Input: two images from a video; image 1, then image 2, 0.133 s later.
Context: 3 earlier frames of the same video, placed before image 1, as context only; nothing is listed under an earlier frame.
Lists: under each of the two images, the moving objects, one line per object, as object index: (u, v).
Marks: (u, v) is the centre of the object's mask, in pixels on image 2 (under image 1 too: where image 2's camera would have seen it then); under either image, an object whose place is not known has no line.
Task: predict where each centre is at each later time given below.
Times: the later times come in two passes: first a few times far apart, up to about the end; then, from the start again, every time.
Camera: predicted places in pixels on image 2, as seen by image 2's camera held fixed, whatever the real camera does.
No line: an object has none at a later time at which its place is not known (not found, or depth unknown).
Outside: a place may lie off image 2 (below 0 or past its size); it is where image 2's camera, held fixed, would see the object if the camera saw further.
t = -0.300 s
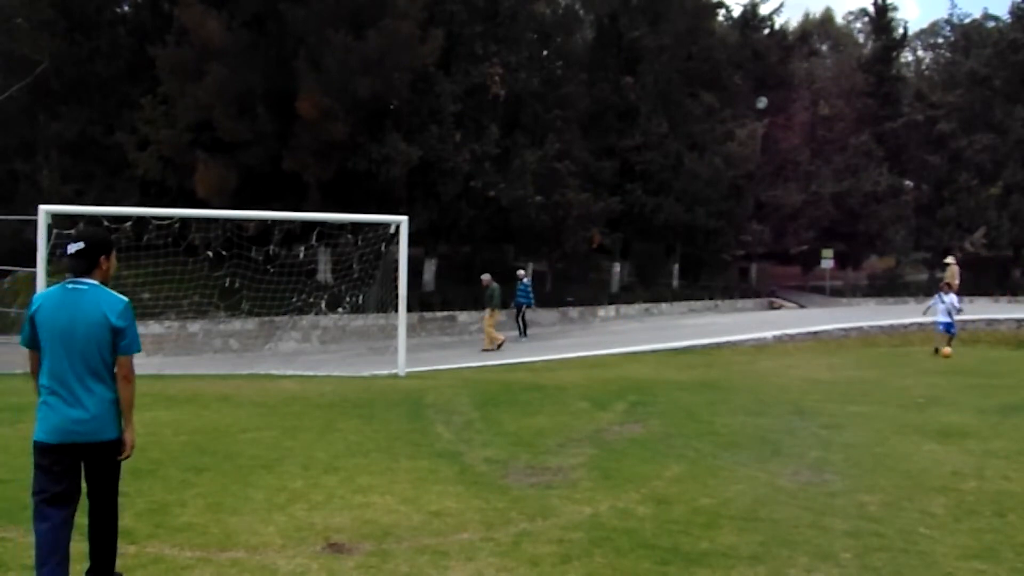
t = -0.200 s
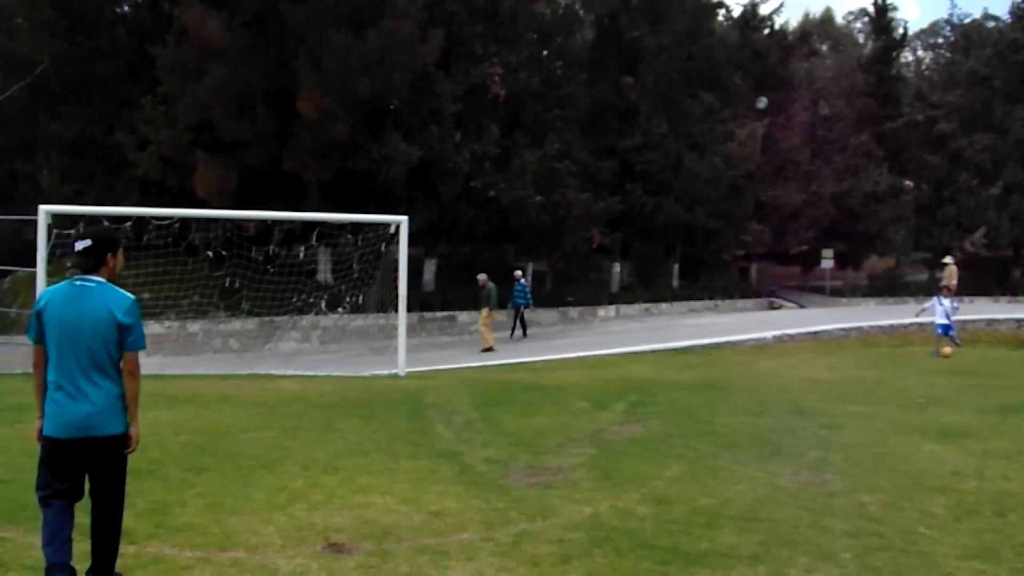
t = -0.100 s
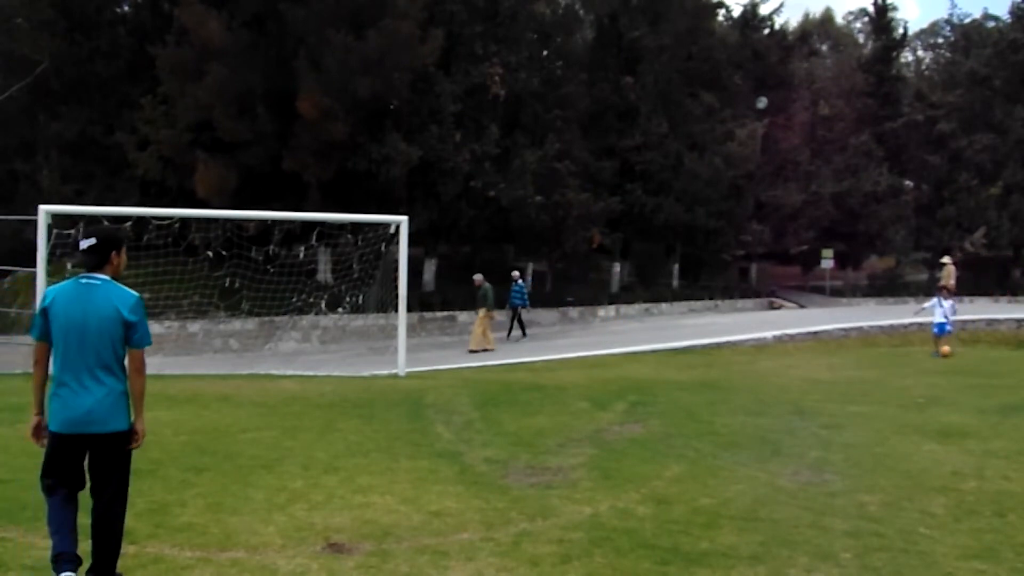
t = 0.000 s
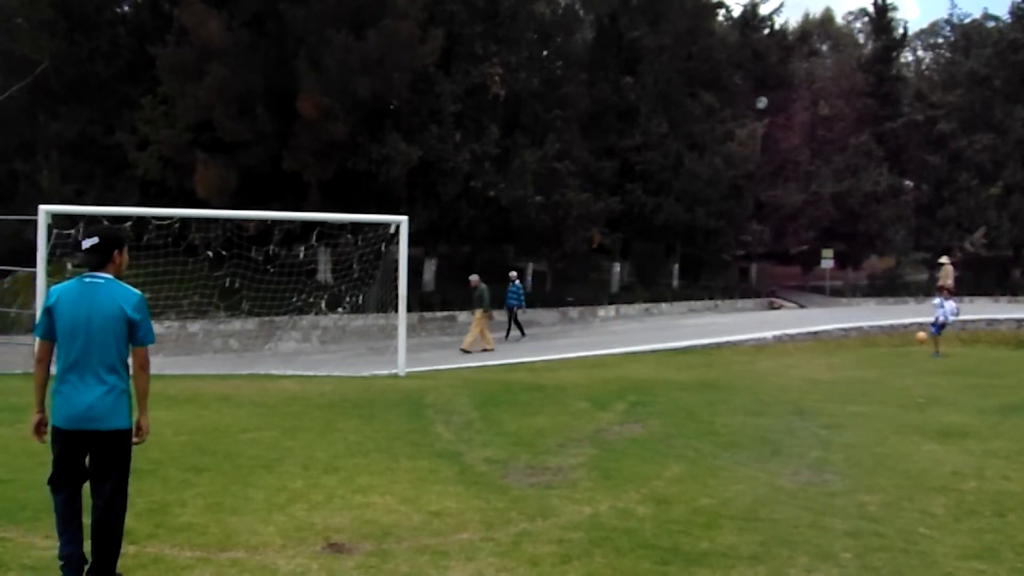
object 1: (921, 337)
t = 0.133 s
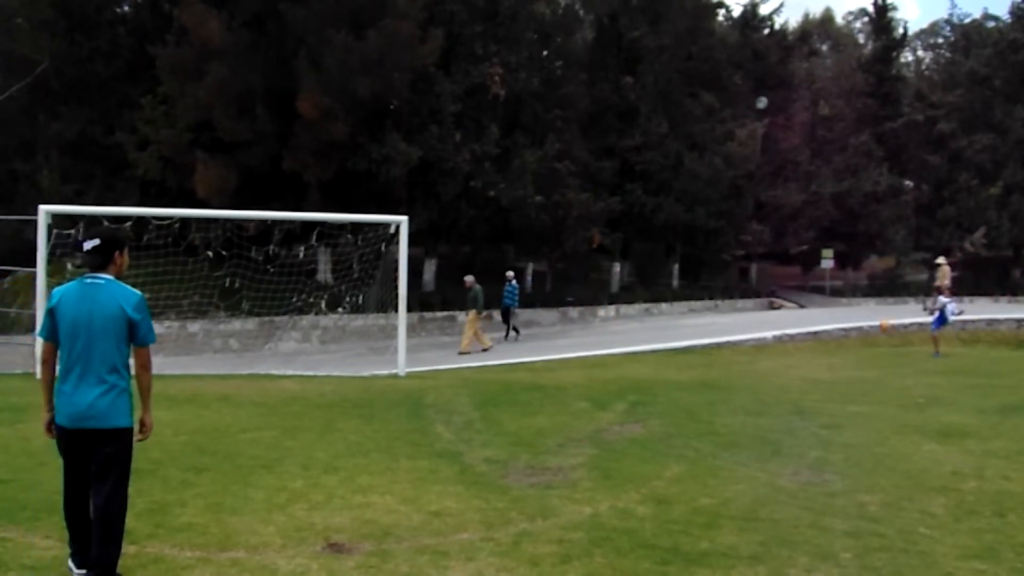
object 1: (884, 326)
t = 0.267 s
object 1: (843, 322)
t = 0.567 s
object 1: (724, 350)
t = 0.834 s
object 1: (612, 367)
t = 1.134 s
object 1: (488, 380)
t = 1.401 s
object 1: (382, 382)
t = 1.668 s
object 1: (273, 384)
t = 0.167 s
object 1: (875, 324)
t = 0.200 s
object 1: (864, 322)
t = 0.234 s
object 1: (854, 322)
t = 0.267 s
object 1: (843, 322)
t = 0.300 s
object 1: (832, 322)
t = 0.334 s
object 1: (820, 323)
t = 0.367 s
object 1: (808, 325)
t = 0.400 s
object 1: (795, 327)
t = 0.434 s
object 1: (782, 331)
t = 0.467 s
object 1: (768, 334)
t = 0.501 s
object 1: (754, 339)
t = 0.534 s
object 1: (739, 344)
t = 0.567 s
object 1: (724, 350)
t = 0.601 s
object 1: (709, 357)
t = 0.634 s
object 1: (693, 365)
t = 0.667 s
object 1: (676, 374)
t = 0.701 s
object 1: (660, 382)
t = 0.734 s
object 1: (648, 377)
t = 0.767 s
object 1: (637, 373)
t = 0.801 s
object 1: (624, 370)
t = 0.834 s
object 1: (612, 367)
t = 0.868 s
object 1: (599, 365)
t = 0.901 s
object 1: (585, 364)
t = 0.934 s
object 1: (572, 365)
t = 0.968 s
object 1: (559, 365)
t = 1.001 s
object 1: (545, 366)
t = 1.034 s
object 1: (531, 369)
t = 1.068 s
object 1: (518, 372)
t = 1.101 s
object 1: (503, 375)
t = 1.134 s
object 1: (488, 380)
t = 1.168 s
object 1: (474, 388)
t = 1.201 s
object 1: (460, 391)
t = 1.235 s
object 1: (447, 387)
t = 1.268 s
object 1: (434, 385)
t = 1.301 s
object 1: (422, 383)
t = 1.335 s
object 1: (408, 381)
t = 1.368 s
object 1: (395, 381)
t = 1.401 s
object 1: (382, 382)
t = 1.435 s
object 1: (368, 383)
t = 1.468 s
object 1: (354, 386)
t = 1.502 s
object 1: (341, 391)
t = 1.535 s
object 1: (327, 394)
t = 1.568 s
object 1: (313, 390)
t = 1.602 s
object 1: (300, 388)
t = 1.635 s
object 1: (287, 386)
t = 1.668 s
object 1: (273, 384)
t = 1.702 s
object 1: (259, 384)
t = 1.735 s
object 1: (246, 385)
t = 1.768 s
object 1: (233, 386)
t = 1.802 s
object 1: (219, 389)
